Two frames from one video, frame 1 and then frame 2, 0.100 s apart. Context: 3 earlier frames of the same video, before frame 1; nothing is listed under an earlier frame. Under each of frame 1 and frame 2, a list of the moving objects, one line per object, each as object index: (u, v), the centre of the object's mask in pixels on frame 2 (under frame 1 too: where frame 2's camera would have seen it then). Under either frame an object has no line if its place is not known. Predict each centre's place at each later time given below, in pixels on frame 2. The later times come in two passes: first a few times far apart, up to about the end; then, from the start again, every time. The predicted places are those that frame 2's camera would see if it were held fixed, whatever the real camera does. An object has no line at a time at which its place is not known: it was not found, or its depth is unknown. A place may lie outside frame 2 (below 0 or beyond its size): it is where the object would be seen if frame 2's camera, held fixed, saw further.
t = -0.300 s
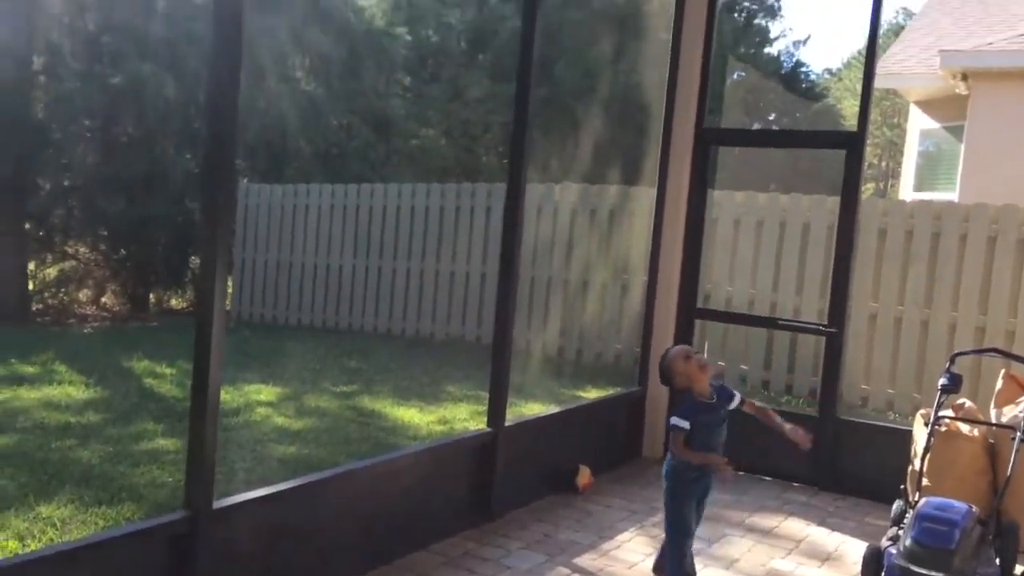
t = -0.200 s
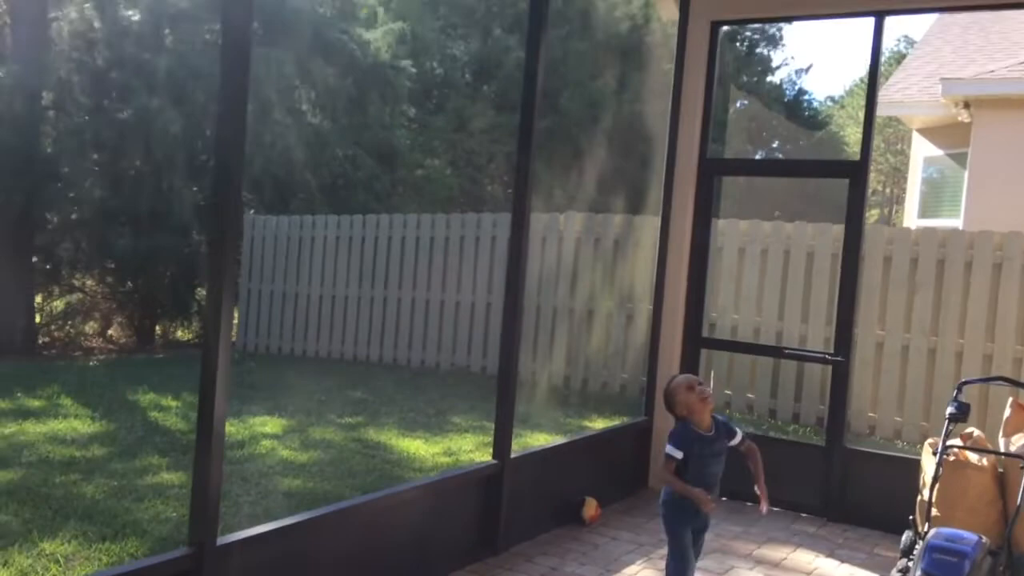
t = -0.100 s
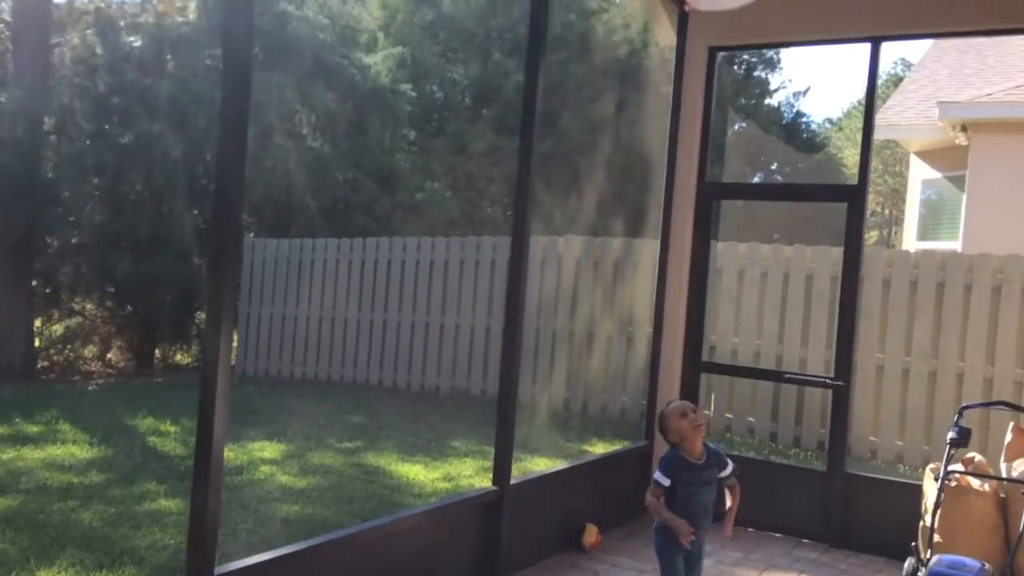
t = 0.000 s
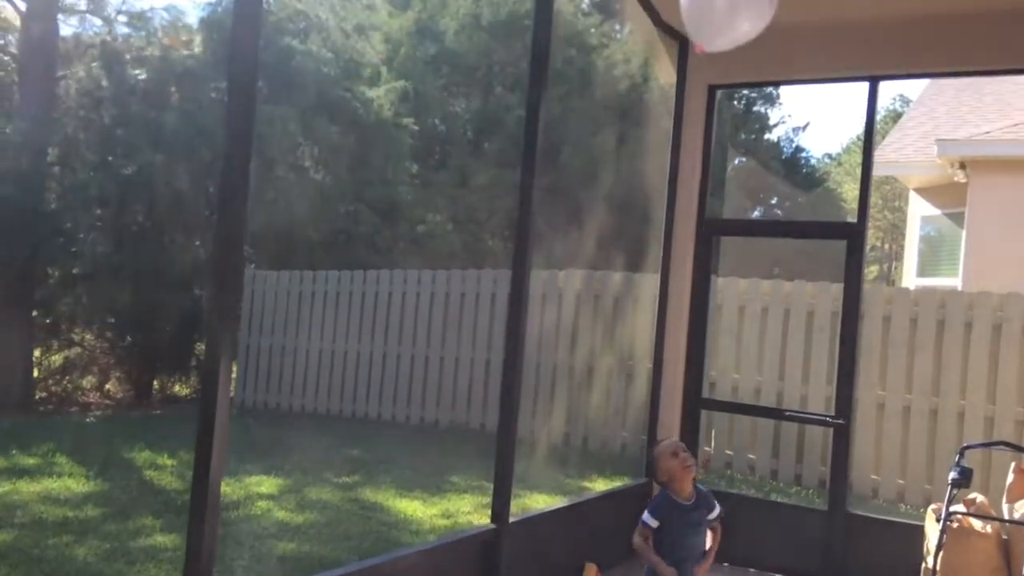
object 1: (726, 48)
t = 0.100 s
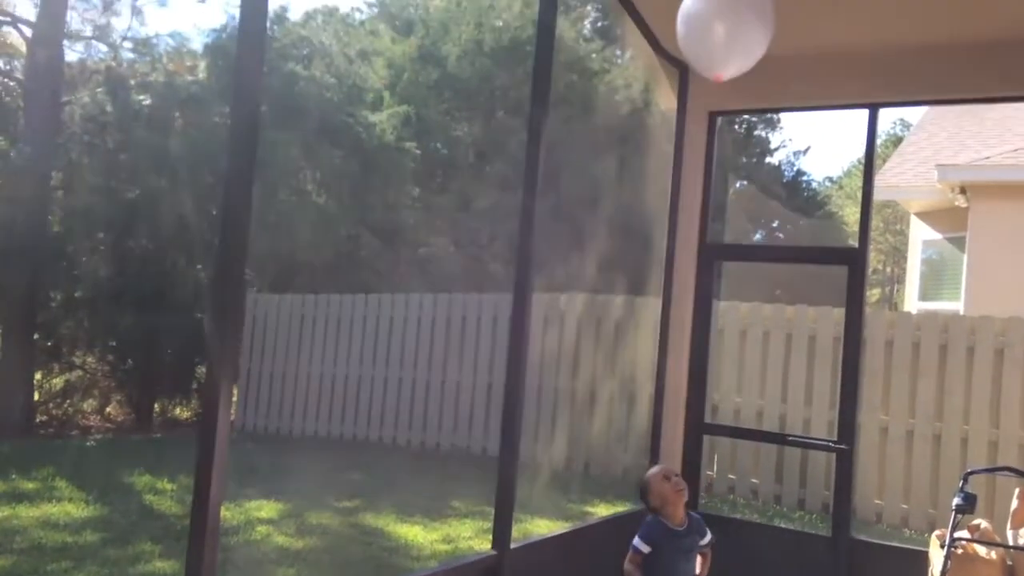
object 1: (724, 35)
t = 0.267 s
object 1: (715, 34)
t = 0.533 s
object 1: (701, 58)
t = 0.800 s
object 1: (684, 96)
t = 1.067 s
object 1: (669, 148)
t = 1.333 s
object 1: (662, 213)
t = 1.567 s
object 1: (663, 276)
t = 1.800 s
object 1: (673, 341)
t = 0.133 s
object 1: (722, 34)
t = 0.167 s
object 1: (721, 32)
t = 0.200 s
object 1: (719, 32)
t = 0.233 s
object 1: (717, 32)
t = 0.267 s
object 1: (715, 34)
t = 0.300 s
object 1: (714, 36)
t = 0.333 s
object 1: (712, 39)
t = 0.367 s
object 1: (710, 41)
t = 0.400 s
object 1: (708, 44)
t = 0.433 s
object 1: (707, 47)
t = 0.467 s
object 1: (705, 50)
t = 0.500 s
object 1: (703, 54)
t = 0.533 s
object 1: (701, 58)
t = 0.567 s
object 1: (700, 61)
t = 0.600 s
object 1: (697, 66)
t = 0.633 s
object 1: (695, 70)
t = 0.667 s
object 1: (694, 74)
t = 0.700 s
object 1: (692, 79)
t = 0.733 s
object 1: (690, 84)
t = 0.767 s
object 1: (687, 89)
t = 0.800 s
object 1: (684, 96)
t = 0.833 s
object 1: (682, 101)
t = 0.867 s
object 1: (680, 107)
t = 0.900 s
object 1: (678, 113)
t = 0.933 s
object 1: (676, 120)
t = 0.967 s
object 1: (674, 127)
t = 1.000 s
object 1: (673, 134)
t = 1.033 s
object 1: (671, 141)
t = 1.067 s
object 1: (669, 148)
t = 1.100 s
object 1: (668, 155)
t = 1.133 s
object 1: (666, 163)
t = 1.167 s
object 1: (665, 171)
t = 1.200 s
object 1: (664, 179)
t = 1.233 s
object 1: (663, 187)
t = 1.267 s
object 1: (662, 195)
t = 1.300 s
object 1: (662, 204)
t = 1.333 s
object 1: (662, 213)
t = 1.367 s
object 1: (661, 222)
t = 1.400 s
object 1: (661, 231)
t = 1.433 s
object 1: (661, 239)
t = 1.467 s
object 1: (662, 249)
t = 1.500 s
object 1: (662, 257)
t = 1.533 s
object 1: (662, 267)
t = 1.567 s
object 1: (663, 276)
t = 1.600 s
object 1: (664, 285)
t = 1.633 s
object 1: (664, 294)
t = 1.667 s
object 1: (666, 304)
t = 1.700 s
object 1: (667, 313)
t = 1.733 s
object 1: (670, 322)
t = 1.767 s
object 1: (671, 332)
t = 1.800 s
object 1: (673, 341)
